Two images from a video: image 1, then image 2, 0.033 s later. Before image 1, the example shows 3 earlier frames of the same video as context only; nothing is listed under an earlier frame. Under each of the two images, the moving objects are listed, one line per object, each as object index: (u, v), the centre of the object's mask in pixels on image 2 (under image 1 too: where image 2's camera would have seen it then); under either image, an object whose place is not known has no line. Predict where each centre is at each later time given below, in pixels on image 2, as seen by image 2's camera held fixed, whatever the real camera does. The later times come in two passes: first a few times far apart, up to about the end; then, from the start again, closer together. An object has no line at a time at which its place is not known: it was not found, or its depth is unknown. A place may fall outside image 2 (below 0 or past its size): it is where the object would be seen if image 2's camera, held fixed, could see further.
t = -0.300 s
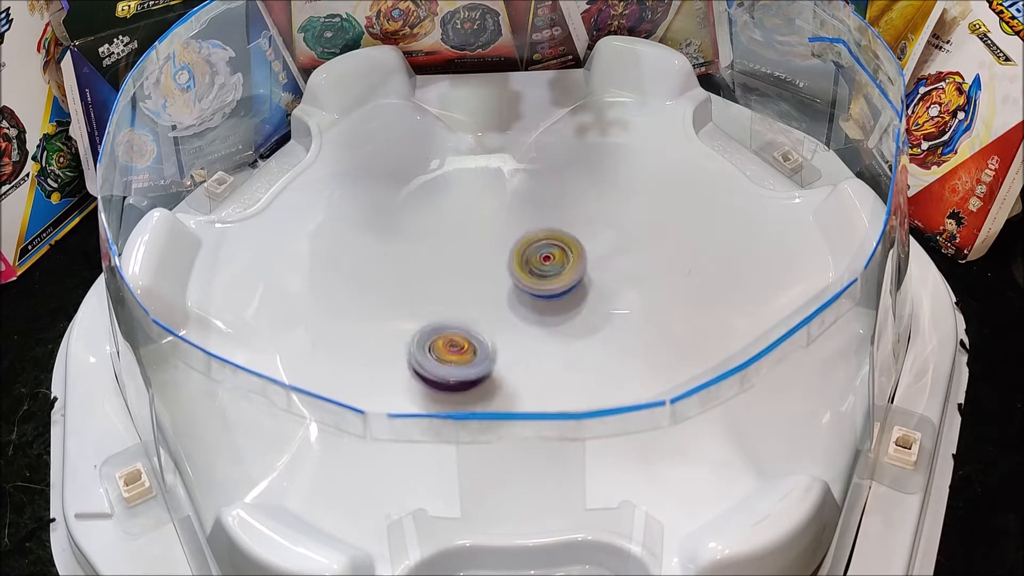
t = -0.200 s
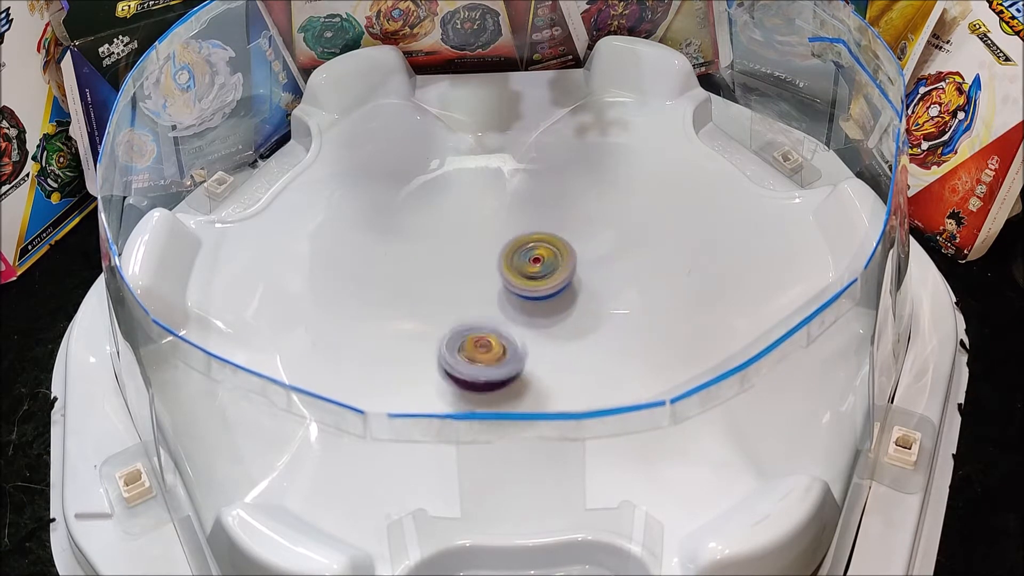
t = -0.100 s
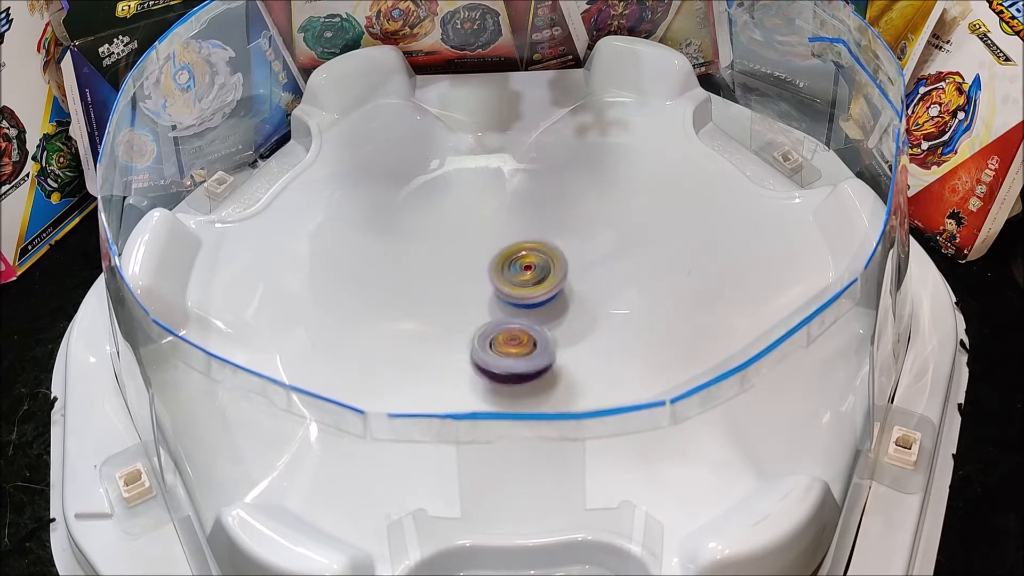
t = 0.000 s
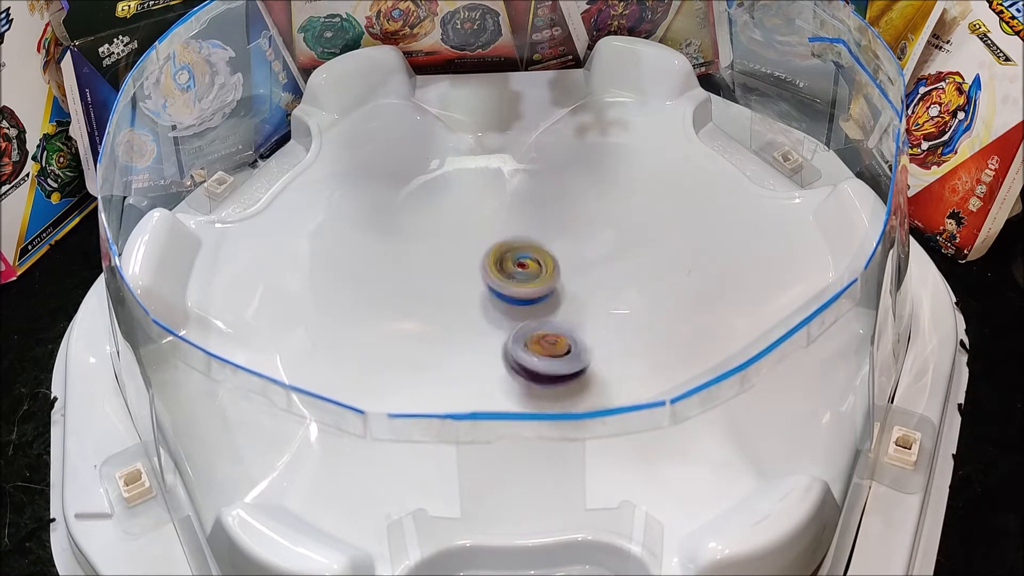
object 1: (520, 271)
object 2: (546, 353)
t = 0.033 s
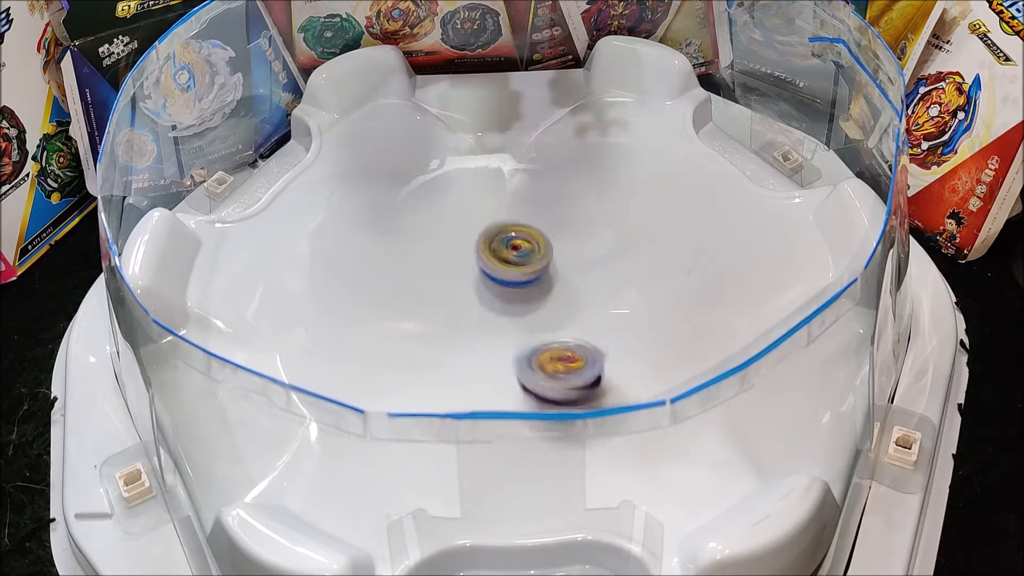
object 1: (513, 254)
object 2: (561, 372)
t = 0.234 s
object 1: (476, 211)
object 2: (608, 421)
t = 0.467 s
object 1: (438, 227)
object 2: (636, 383)
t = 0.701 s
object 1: (481, 281)
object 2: (606, 332)
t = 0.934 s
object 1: (406, 264)
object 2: (703, 279)
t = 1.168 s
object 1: (403, 271)
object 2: (698, 245)
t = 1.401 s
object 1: (441, 266)
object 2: (623, 245)
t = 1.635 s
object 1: (436, 240)
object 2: (565, 290)
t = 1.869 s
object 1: (415, 258)
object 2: (526, 299)
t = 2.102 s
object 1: (455, 284)
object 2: (534, 287)
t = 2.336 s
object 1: (474, 290)
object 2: (563, 297)
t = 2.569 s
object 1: (492, 281)
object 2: (588, 298)
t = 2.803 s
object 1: (492, 261)
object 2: (586, 290)
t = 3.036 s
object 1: (461, 246)
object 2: (561, 298)
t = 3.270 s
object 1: (465, 263)
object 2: (526, 307)
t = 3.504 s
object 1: (465, 268)
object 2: (536, 326)
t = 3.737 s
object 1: (496, 276)
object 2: (558, 330)
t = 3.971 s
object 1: (510, 255)
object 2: (561, 322)
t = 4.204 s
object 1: (514, 234)
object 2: (529, 309)
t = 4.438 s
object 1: (530, 242)
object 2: (504, 308)
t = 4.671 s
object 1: (542, 257)
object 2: (495, 324)
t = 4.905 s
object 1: (559, 263)
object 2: (504, 321)
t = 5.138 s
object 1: (554, 253)
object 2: (498, 304)
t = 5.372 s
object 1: (545, 247)
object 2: (475, 311)
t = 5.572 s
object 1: (531, 253)
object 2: (473, 311)
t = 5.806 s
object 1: (533, 247)
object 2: (483, 307)
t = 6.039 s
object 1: (533, 240)
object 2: (473, 317)
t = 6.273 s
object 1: (517, 237)
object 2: (482, 303)
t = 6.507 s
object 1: (525, 229)
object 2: (497, 316)
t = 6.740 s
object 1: (542, 262)
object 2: (507, 319)
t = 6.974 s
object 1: (559, 284)
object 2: (502, 335)
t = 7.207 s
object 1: (560, 288)
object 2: (503, 333)
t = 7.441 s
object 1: (559, 288)
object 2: (503, 332)
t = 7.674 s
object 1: (559, 288)
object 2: (503, 332)
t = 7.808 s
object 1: (559, 288)
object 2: (503, 332)
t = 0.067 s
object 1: (508, 241)
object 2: (571, 383)
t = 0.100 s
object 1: (502, 232)
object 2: (583, 398)
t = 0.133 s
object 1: (495, 226)
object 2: (586, 407)
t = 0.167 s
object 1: (488, 221)
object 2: (595, 410)
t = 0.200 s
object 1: (482, 216)
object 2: (598, 419)
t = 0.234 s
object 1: (476, 211)
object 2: (608, 421)
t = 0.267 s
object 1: (469, 208)
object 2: (613, 422)
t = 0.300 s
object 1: (461, 206)
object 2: (621, 421)
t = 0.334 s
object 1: (454, 205)
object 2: (626, 419)
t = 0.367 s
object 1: (448, 206)
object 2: (635, 415)
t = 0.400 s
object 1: (441, 210)
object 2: (638, 412)
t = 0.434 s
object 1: (437, 218)
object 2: (641, 401)
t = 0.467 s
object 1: (438, 227)
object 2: (636, 383)
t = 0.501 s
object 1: (440, 235)
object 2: (640, 378)
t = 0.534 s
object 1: (444, 243)
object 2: (637, 372)
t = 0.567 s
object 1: (449, 252)
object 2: (634, 367)
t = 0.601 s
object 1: (457, 260)
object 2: (629, 357)
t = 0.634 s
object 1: (465, 268)
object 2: (623, 348)
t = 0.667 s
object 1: (472, 274)
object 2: (615, 340)
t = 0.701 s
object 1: (481, 281)
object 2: (606, 332)
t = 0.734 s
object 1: (490, 286)
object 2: (597, 323)
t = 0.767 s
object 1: (498, 291)
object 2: (587, 316)
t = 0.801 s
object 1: (489, 293)
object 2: (598, 307)
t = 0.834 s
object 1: (460, 285)
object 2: (633, 301)
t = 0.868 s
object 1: (437, 277)
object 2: (665, 294)
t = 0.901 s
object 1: (420, 269)
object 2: (691, 286)
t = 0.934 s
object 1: (406, 264)
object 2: (703, 279)
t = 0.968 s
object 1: (400, 261)
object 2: (711, 273)
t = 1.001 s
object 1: (396, 261)
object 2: (715, 268)
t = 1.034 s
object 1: (395, 263)
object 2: (715, 263)
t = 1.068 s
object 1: (394, 264)
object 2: (713, 258)
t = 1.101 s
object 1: (395, 266)
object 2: (712, 253)
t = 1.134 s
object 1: (398, 268)
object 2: (707, 248)
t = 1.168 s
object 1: (403, 271)
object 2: (698, 245)
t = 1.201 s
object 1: (407, 272)
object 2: (692, 243)
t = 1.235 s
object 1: (411, 273)
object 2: (682, 240)
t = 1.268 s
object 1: (416, 274)
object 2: (669, 239)
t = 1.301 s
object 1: (422, 273)
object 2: (659, 240)
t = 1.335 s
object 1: (428, 272)
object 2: (649, 239)
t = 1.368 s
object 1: (435, 269)
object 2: (636, 241)
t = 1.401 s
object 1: (441, 266)
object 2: (623, 245)
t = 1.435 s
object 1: (449, 263)
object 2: (610, 249)
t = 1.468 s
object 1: (455, 259)
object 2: (595, 254)
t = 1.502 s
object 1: (467, 255)
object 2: (572, 262)
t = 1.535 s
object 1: (474, 253)
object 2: (558, 269)
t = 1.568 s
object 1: (469, 247)
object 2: (556, 273)
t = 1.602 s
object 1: (452, 241)
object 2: (561, 278)
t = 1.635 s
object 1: (436, 240)
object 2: (565, 290)
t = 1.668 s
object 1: (429, 238)
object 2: (564, 297)
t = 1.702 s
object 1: (421, 238)
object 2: (561, 297)
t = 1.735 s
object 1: (415, 239)
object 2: (557, 301)
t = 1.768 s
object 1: (411, 241)
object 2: (549, 302)
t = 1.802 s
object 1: (409, 246)
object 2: (541, 303)
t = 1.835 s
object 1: (410, 252)
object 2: (534, 302)
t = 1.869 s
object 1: (415, 258)
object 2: (526, 299)
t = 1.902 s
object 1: (421, 264)
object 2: (518, 296)
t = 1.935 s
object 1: (428, 270)
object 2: (510, 293)
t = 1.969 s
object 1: (430, 272)
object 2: (513, 290)
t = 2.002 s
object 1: (436, 275)
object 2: (519, 289)
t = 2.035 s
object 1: (440, 277)
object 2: (527, 288)
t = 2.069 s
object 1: (447, 281)
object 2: (532, 288)
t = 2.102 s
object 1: (455, 284)
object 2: (534, 287)
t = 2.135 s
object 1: (457, 285)
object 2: (541, 288)
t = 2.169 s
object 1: (460, 285)
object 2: (548, 290)
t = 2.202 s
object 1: (462, 287)
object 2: (553, 291)
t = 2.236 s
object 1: (465, 288)
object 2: (556, 293)
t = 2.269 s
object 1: (465, 288)
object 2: (559, 294)
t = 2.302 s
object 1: (469, 289)
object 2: (562, 296)
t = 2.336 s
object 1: (474, 290)
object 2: (563, 297)
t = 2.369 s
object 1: (481, 291)
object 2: (564, 299)
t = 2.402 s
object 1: (483, 290)
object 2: (569, 300)
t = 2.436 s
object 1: (484, 289)
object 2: (576, 300)
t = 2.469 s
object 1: (486, 287)
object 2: (581, 300)
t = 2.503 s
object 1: (489, 285)
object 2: (584, 300)
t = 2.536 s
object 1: (490, 283)
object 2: (587, 299)
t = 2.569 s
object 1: (492, 281)
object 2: (588, 298)
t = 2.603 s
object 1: (494, 278)
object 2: (590, 295)
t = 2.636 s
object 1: (496, 274)
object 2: (591, 293)
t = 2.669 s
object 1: (499, 273)
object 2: (591, 291)
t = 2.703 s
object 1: (500, 271)
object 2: (588, 290)
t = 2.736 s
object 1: (502, 269)
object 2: (585, 290)
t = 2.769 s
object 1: (500, 266)
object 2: (581, 289)
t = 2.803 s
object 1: (492, 261)
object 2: (586, 290)
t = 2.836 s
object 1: (484, 256)
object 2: (589, 290)
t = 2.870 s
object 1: (480, 254)
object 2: (589, 292)
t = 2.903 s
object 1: (476, 252)
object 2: (587, 295)
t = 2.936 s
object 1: (472, 250)
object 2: (580, 296)
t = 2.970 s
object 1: (468, 248)
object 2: (572, 297)
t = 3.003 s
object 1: (464, 246)
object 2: (566, 298)
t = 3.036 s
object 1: (461, 246)
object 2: (561, 298)
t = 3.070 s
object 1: (459, 246)
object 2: (556, 299)
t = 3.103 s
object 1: (458, 248)
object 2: (551, 301)
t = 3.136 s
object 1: (456, 250)
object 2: (545, 302)
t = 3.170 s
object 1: (458, 252)
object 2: (539, 303)
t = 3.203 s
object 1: (459, 255)
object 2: (533, 303)
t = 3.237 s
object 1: (462, 259)
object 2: (528, 304)
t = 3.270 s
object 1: (465, 263)
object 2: (526, 307)
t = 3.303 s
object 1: (463, 262)
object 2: (532, 315)
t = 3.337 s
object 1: (462, 261)
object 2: (537, 321)
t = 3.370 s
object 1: (462, 262)
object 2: (539, 324)
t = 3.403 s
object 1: (461, 262)
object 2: (539, 325)
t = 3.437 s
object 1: (462, 265)
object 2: (538, 325)
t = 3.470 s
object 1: (462, 265)
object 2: (537, 326)
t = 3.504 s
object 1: (465, 268)
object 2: (536, 326)
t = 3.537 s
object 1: (470, 270)
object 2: (535, 328)
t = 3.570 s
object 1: (475, 272)
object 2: (537, 329)
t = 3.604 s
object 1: (480, 275)
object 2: (542, 329)
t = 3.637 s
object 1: (486, 277)
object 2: (545, 329)
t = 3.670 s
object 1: (491, 280)
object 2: (548, 329)
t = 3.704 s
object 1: (494, 279)
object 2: (550, 329)
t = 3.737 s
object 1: (496, 276)
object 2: (558, 330)
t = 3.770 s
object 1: (499, 274)
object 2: (560, 330)
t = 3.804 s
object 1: (501, 273)
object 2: (561, 329)
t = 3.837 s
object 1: (504, 271)
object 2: (560, 326)
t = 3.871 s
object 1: (507, 270)
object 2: (560, 321)
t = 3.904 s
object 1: (510, 268)
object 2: (560, 318)
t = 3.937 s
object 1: (510, 261)
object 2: (561, 321)
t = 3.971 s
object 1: (510, 255)
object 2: (561, 322)
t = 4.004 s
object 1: (509, 251)
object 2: (560, 319)
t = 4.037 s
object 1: (509, 247)
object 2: (555, 316)
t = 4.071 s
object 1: (509, 244)
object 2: (550, 314)
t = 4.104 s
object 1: (509, 241)
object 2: (544, 313)
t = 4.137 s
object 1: (510, 238)
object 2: (539, 309)
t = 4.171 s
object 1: (512, 235)
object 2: (535, 308)
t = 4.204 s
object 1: (514, 234)
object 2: (529, 309)
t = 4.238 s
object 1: (517, 232)
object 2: (524, 309)
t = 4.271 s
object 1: (519, 232)
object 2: (521, 308)
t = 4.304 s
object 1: (522, 232)
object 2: (517, 307)
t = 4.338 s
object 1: (525, 235)
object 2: (515, 308)
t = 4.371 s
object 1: (527, 237)
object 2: (511, 308)
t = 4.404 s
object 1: (528, 239)
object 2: (506, 307)
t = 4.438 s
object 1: (530, 242)
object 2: (504, 308)
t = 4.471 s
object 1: (531, 246)
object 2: (503, 311)
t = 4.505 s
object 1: (534, 248)
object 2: (500, 314)
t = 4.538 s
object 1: (534, 251)
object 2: (498, 316)
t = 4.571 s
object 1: (535, 252)
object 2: (499, 317)
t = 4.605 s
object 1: (538, 255)
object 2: (499, 319)
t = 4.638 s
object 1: (539, 256)
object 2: (497, 318)
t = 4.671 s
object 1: (542, 257)
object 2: (495, 324)
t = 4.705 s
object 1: (546, 257)
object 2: (495, 324)
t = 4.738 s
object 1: (548, 258)
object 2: (495, 324)
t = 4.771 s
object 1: (551, 260)
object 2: (498, 324)
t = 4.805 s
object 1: (552, 262)
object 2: (503, 323)
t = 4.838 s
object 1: (554, 263)
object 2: (500, 324)
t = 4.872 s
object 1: (557, 262)
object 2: (501, 323)
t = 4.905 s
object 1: (559, 263)
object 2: (504, 321)
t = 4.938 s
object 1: (558, 263)
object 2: (504, 317)
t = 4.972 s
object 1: (559, 262)
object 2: (506, 314)
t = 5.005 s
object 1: (560, 261)
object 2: (505, 314)
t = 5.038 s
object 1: (560, 259)
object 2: (502, 313)
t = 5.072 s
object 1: (560, 256)
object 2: (503, 310)
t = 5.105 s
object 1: (557, 254)
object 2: (502, 307)
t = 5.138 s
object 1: (554, 253)
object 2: (498, 304)
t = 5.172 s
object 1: (555, 250)
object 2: (492, 307)
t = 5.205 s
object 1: (556, 249)
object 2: (483, 310)
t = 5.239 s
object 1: (554, 248)
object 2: (477, 308)
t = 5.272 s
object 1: (552, 247)
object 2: (474, 311)
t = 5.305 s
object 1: (550, 246)
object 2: (473, 312)
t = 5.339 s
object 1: (548, 246)
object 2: (473, 311)
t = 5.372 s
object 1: (545, 247)
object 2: (475, 311)
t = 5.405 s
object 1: (541, 249)
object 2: (474, 309)
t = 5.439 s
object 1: (537, 251)
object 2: (475, 308)
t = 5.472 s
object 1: (532, 253)
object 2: (475, 309)
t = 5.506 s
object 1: (530, 254)
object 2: (473, 309)
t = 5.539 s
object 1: (532, 253)
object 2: (474, 310)
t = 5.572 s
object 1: (531, 253)
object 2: (473, 311)
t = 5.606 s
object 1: (528, 255)
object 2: (479, 309)
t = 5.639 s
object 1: (525, 254)
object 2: (482, 309)
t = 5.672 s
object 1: (529, 248)
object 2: (478, 312)
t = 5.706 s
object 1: (533, 245)
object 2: (478, 314)
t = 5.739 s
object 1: (535, 245)
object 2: (478, 312)
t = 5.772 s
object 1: (534, 245)
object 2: (483, 310)
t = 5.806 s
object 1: (533, 247)
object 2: (483, 307)
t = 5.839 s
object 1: (530, 248)
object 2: (485, 304)
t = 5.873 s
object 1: (526, 248)
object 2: (484, 303)
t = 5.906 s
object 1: (526, 247)
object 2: (479, 305)
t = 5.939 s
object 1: (528, 242)
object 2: (472, 313)
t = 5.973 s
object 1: (530, 241)
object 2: (469, 313)
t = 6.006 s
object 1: (533, 240)
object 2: (471, 317)
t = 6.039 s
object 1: (533, 240)
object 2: (473, 317)
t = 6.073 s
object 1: (534, 241)
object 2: (475, 314)
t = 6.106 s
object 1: (532, 241)
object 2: (479, 312)
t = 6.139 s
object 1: (531, 242)
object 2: (479, 308)
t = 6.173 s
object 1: (528, 242)
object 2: (479, 307)
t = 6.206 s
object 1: (524, 242)
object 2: (480, 303)
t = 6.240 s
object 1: (521, 241)
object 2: (481, 302)
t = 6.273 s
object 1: (517, 237)
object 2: (482, 303)
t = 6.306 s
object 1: (524, 229)
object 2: (476, 309)
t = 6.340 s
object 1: (526, 223)
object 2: (478, 314)
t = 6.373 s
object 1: (527, 218)
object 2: (478, 316)
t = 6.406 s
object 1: (527, 219)
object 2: (483, 319)
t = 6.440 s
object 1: (527, 221)
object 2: (489, 318)
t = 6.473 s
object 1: (525, 225)
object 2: (493, 317)
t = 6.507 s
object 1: (525, 229)
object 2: (497, 316)
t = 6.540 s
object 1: (525, 236)
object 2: (500, 314)
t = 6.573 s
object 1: (525, 241)
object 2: (502, 310)
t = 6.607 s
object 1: (528, 245)
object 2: (506, 309)
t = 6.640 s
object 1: (533, 248)
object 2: (506, 313)
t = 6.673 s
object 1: (534, 254)
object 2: (505, 317)
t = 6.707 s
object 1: (538, 257)
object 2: (508, 318)
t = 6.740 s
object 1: (542, 262)
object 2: (507, 319)
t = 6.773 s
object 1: (545, 266)
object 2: (501, 323)
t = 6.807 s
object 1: (547, 270)
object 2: (500, 326)
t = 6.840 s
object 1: (549, 274)
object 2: (501, 329)
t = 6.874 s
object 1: (553, 278)
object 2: (501, 330)
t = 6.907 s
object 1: (556, 281)
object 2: (502, 332)
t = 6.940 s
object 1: (560, 282)
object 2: (502, 334)
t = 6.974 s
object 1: (559, 284)
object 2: (502, 335)
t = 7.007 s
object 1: (558, 286)
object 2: (502, 336)
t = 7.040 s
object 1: (557, 286)
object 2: (503, 336)
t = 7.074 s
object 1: (558, 287)
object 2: (502, 337)
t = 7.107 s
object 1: (559, 287)
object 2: (500, 337)
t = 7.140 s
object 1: (560, 287)
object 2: (500, 336)
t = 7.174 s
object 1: (561, 288)
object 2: (502, 334)
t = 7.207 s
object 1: (560, 288)
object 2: (503, 333)
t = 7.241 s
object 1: (560, 288)
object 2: (504, 333)
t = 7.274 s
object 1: (560, 288)
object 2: (504, 332)
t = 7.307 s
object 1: (559, 288)
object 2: (503, 332)
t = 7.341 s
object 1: (559, 288)
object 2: (503, 332)
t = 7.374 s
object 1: (559, 288)
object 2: (503, 332)
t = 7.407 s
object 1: (559, 288)
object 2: (503, 332)
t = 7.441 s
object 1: (559, 288)
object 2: (503, 332)
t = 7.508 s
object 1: (559, 288)
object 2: (503, 332)
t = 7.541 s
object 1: (559, 288)
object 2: (503, 332)
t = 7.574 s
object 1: (559, 288)
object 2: (503, 332)
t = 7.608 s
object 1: (559, 288)
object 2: (503, 332)
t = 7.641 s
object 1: (559, 288)
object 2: (503, 332)
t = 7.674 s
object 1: (559, 288)
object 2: (503, 332)
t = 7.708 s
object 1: (559, 288)
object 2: (503, 332)
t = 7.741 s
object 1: (559, 288)
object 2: (503, 332)
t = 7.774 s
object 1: (559, 288)
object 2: (503, 332)
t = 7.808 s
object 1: (559, 288)
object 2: (503, 332)
